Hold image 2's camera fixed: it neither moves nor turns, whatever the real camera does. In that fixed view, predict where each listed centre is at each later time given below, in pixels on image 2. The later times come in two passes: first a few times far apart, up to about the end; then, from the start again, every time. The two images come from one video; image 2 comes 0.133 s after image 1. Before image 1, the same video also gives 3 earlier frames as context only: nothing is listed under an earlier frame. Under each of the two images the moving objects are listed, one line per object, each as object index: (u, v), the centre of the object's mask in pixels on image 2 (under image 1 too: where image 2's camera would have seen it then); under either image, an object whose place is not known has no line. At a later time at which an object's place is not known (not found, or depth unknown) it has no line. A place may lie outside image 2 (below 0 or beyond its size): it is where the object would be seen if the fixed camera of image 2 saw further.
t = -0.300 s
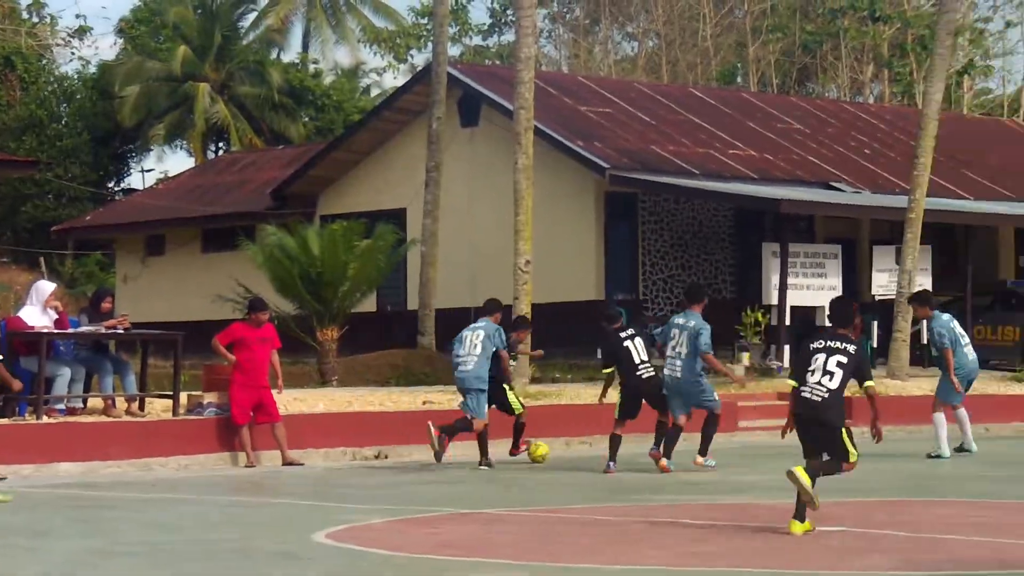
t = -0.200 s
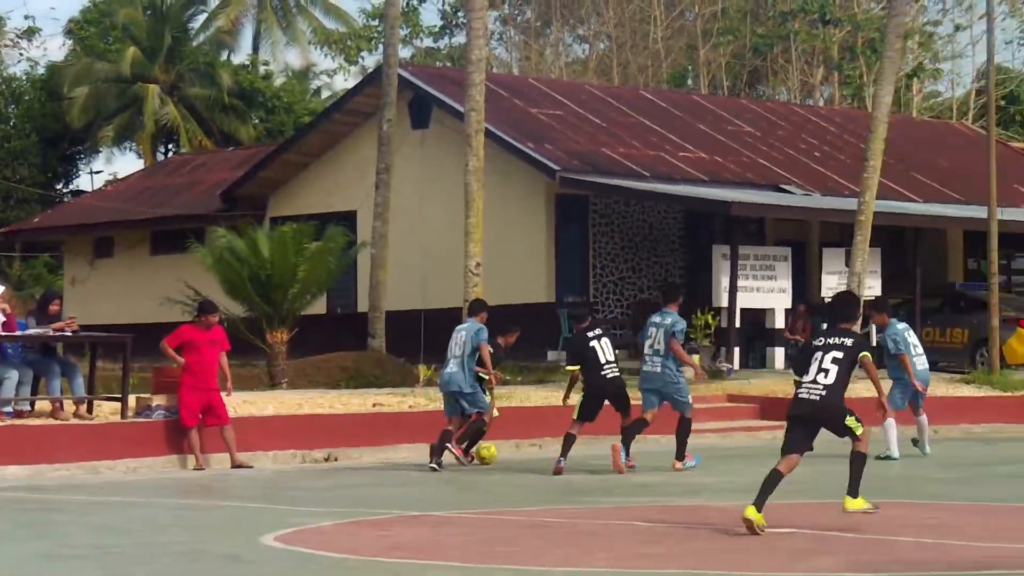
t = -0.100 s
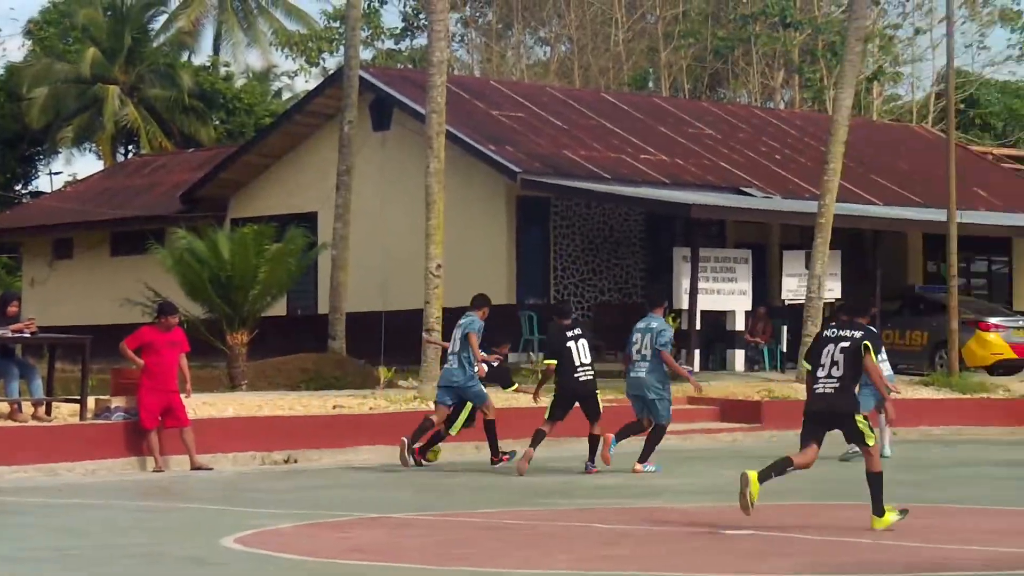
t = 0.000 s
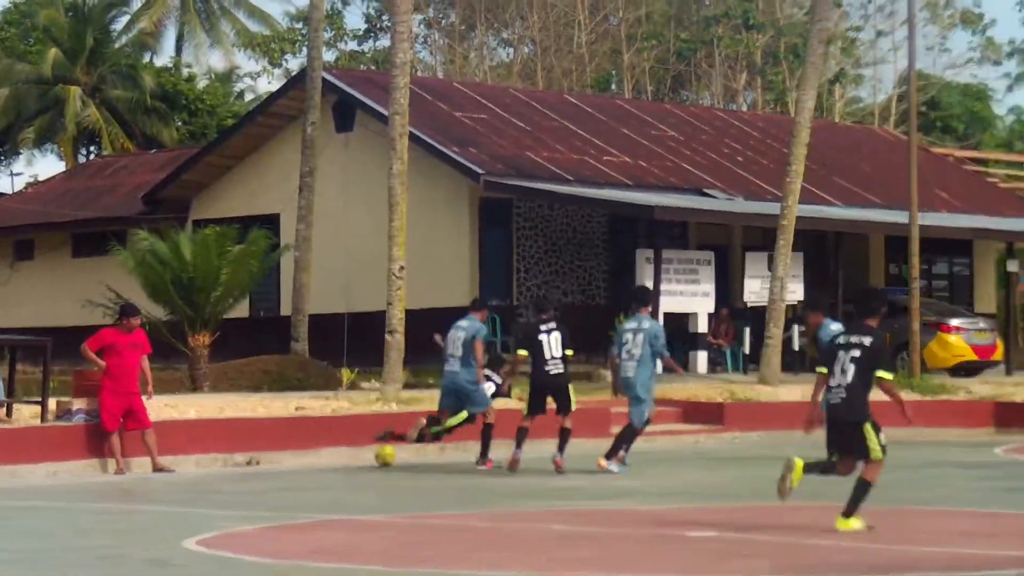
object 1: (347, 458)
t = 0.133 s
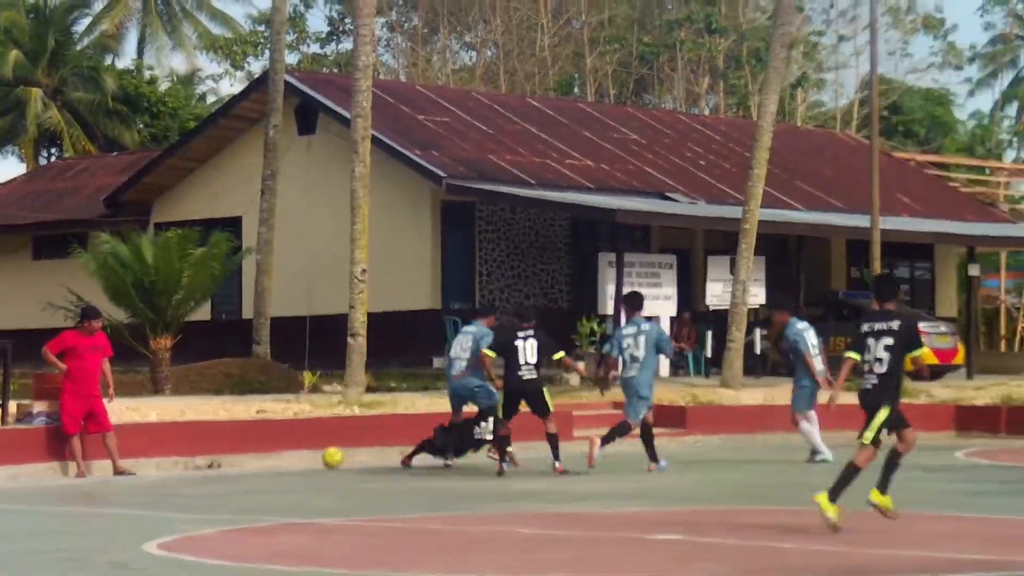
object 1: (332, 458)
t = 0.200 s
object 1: (323, 458)
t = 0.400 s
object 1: (299, 458)
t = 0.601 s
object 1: (277, 457)
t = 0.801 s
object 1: (269, 452)
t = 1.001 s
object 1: (279, 456)
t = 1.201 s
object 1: (283, 457)
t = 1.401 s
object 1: (286, 457)
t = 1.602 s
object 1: (288, 457)
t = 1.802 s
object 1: (290, 457)
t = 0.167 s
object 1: (327, 458)
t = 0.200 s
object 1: (323, 458)
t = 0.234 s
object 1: (319, 458)
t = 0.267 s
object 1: (315, 458)
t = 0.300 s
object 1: (311, 458)
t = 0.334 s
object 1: (307, 458)
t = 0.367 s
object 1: (303, 458)
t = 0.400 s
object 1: (299, 458)
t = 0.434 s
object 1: (295, 458)
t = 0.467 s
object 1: (292, 458)
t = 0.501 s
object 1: (288, 457)
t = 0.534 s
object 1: (285, 457)
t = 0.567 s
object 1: (280, 457)
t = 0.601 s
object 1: (277, 457)
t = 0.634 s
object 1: (273, 457)
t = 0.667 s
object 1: (270, 457)
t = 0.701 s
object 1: (264, 458)
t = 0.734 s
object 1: (262, 457)
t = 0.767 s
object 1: (264, 456)
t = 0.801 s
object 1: (269, 452)
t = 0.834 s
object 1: (271, 452)
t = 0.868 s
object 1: (274, 453)
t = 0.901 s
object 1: (276, 455)
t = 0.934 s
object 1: (278, 456)
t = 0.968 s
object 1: (279, 456)
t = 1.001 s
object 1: (279, 456)
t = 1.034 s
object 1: (280, 457)
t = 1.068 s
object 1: (282, 456)
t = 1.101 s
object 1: (282, 457)
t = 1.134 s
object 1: (282, 457)
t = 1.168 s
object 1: (282, 457)
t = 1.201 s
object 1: (283, 457)
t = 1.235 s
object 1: (284, 457)
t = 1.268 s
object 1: (284, 457)
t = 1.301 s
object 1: (285, 457)
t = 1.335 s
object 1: (285, 457)
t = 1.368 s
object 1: (285, 457)
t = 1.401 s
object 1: (286, 457)
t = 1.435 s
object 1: (287, 457)
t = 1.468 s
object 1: (287, 457)
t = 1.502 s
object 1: (288, 457)
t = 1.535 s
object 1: (288, 457)
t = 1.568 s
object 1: (288, 457)
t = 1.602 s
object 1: (288, 457)
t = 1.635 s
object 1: (289, 457)
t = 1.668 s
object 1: (289, 457)
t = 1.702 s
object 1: (289, 457)
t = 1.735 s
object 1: (290, 457)
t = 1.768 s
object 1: (290, 457)
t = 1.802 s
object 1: (290, 457)
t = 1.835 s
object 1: (290, 457)
